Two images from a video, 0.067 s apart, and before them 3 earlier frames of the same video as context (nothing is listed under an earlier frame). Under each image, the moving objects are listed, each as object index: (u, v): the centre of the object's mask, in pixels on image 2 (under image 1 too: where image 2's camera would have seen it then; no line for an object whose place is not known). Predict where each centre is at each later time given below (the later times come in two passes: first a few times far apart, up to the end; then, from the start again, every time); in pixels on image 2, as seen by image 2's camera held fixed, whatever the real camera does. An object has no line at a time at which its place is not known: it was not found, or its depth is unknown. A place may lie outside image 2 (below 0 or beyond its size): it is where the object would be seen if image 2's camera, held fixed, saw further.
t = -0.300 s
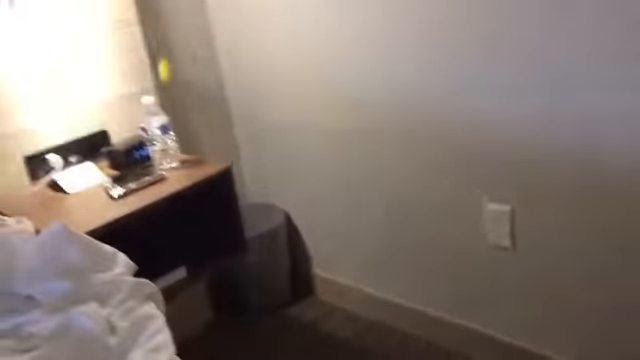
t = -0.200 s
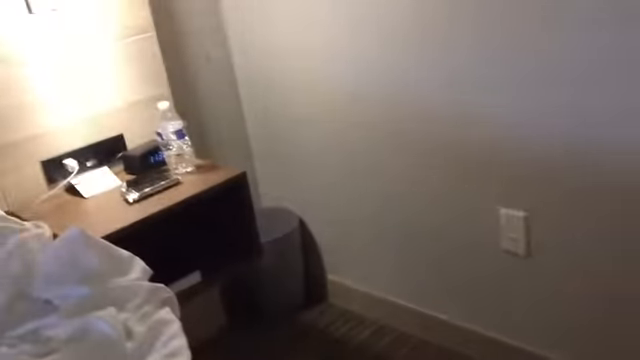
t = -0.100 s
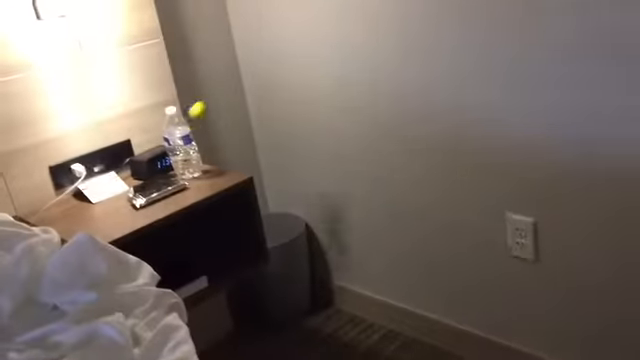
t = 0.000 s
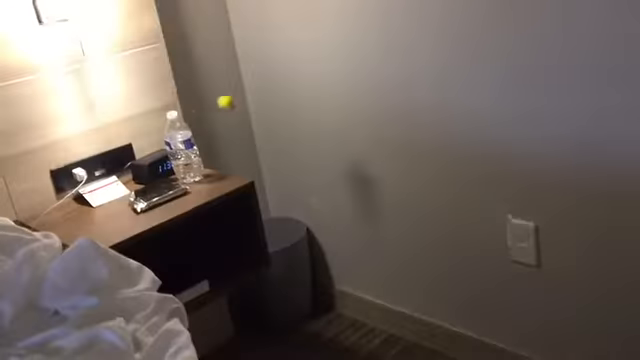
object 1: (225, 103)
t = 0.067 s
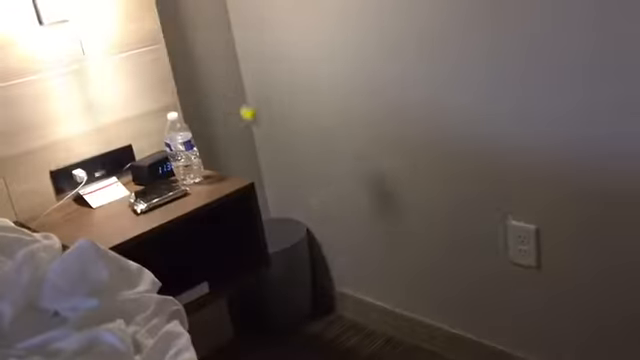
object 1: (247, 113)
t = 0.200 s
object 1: (302, 182)
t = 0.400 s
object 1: (391, 350)
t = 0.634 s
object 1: (401, 314)
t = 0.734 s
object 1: (413, 349)
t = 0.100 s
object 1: (262, 127)
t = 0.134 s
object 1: (274, 141)
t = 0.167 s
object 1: (290, 162)
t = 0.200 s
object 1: (302, 182)
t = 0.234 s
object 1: (319, 210)
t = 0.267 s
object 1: (333, 237)
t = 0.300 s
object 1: (350, 270)
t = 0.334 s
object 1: (360, 310)
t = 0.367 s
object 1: (384, 346)
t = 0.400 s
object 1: (391, 350)
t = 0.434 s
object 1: (390, 339)
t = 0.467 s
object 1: (390, 327)
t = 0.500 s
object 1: (391, 321)
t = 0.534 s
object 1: (394, 312)
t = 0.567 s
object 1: (396, 310)
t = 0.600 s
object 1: (398, 310)
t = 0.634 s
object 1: (401, 314)
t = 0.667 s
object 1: (404, 321)
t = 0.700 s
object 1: (407, 335)
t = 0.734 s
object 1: (413, 349)
